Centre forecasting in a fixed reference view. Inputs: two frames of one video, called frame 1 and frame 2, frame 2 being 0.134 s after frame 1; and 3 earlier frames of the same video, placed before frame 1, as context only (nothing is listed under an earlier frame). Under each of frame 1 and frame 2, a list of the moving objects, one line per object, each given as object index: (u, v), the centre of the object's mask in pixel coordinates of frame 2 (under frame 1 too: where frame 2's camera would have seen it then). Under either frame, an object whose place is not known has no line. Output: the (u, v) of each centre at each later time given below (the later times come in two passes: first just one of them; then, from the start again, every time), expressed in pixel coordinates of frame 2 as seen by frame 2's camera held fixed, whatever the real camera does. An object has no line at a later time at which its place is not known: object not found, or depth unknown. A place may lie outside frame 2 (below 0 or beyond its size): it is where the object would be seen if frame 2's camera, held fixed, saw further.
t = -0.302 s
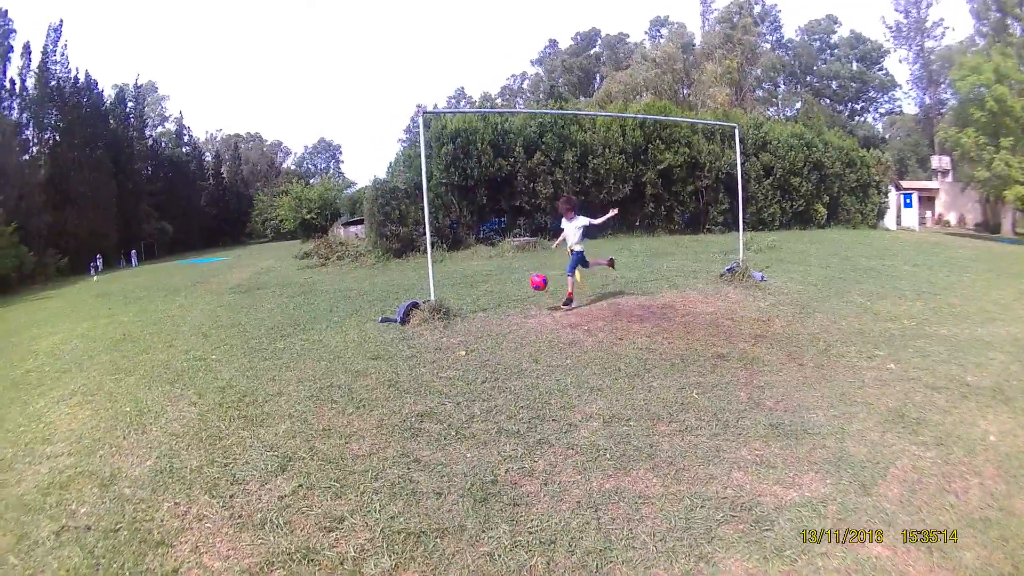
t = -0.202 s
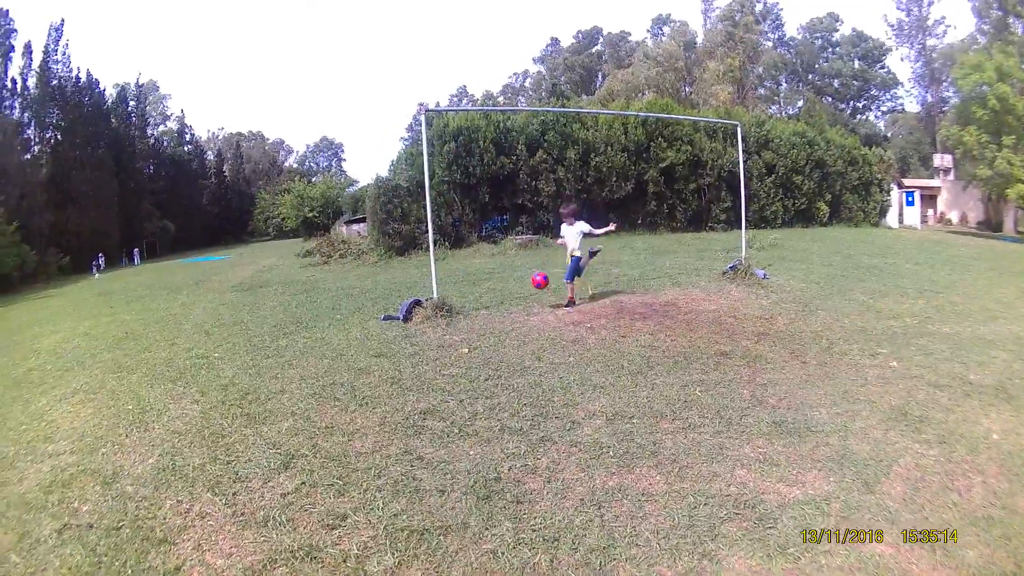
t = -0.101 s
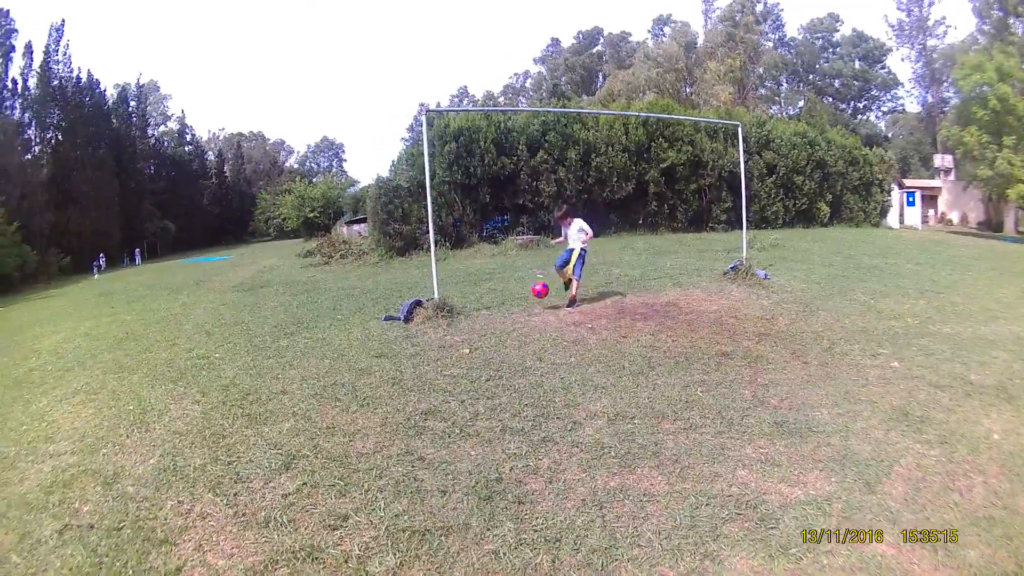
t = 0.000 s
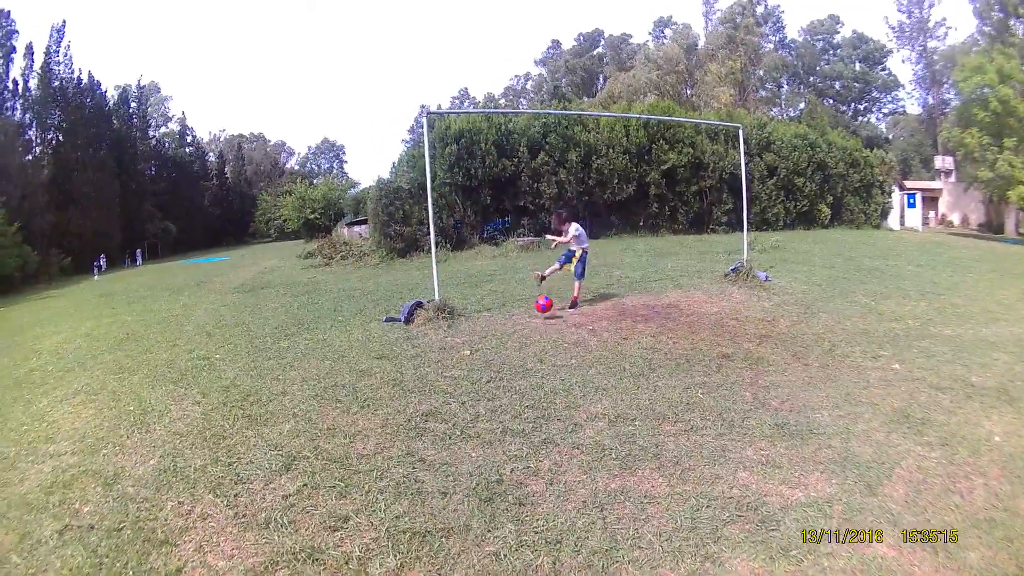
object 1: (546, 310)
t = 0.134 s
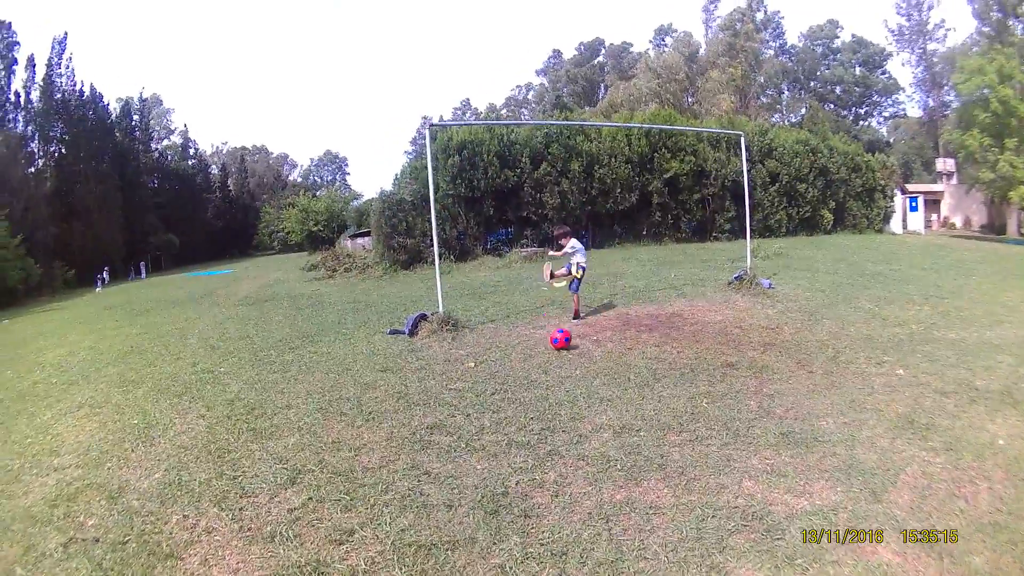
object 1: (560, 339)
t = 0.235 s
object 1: (573, 348)
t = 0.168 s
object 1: (564, 341)
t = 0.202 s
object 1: (568, 343)
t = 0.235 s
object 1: (573, 348)
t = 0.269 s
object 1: (576, 353)
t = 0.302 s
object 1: (580, 360)
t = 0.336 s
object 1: (585, 368)
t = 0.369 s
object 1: (591, 380)
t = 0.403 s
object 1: (597, 386)
